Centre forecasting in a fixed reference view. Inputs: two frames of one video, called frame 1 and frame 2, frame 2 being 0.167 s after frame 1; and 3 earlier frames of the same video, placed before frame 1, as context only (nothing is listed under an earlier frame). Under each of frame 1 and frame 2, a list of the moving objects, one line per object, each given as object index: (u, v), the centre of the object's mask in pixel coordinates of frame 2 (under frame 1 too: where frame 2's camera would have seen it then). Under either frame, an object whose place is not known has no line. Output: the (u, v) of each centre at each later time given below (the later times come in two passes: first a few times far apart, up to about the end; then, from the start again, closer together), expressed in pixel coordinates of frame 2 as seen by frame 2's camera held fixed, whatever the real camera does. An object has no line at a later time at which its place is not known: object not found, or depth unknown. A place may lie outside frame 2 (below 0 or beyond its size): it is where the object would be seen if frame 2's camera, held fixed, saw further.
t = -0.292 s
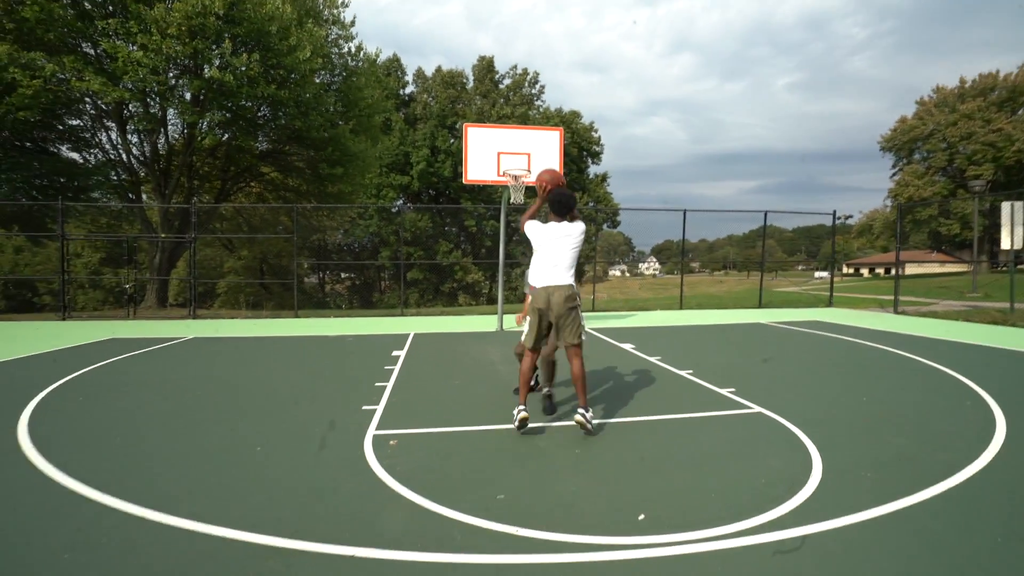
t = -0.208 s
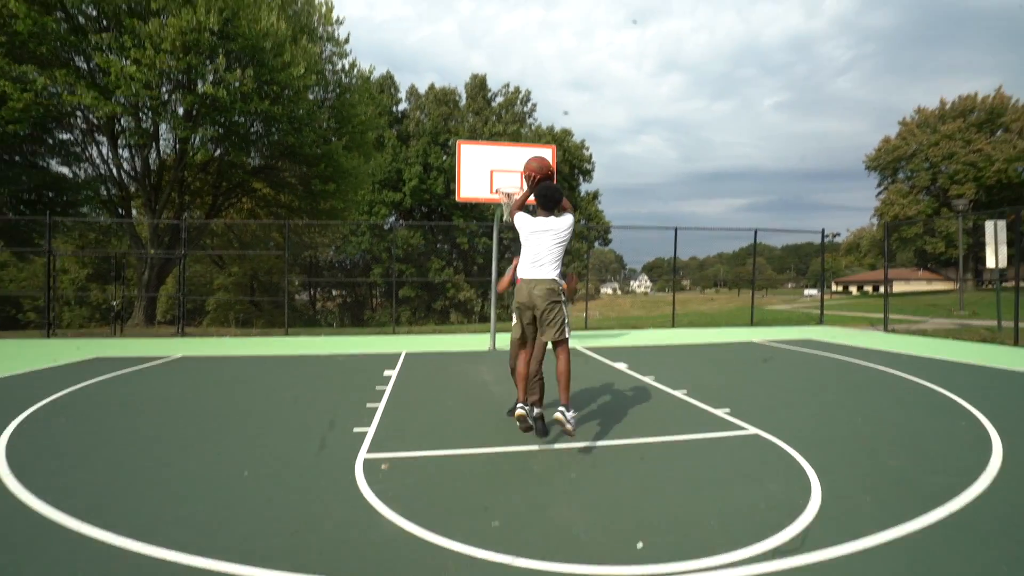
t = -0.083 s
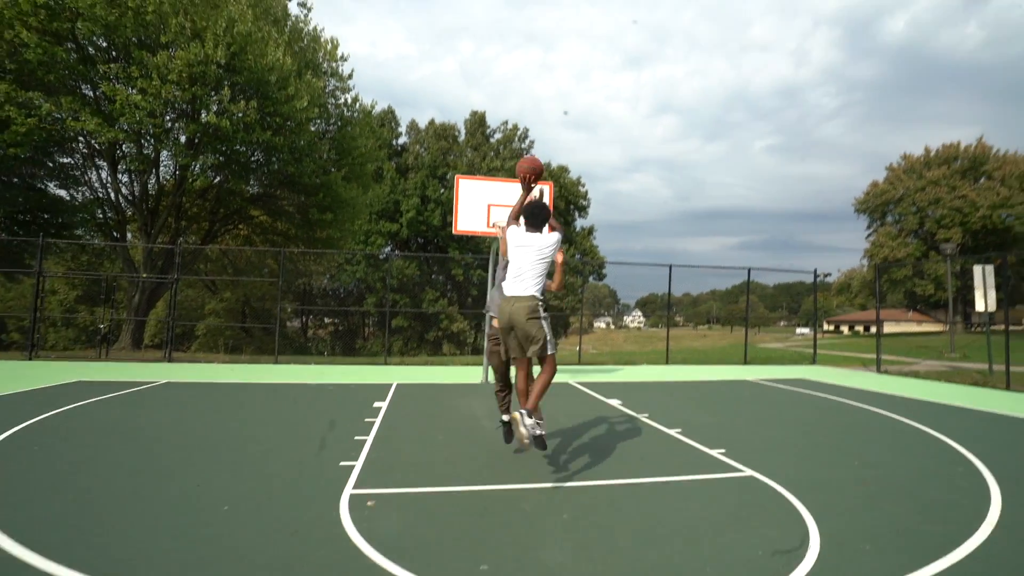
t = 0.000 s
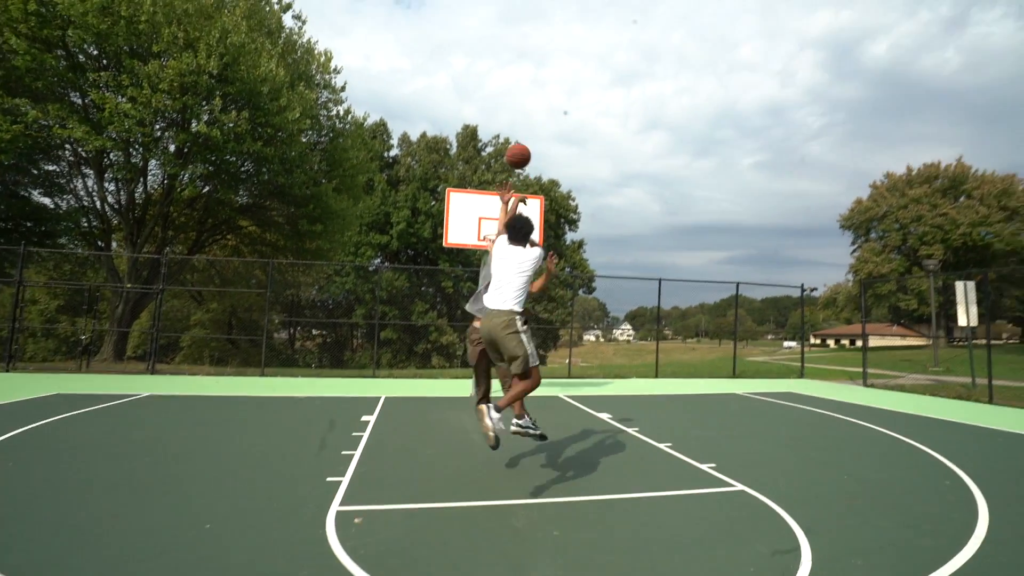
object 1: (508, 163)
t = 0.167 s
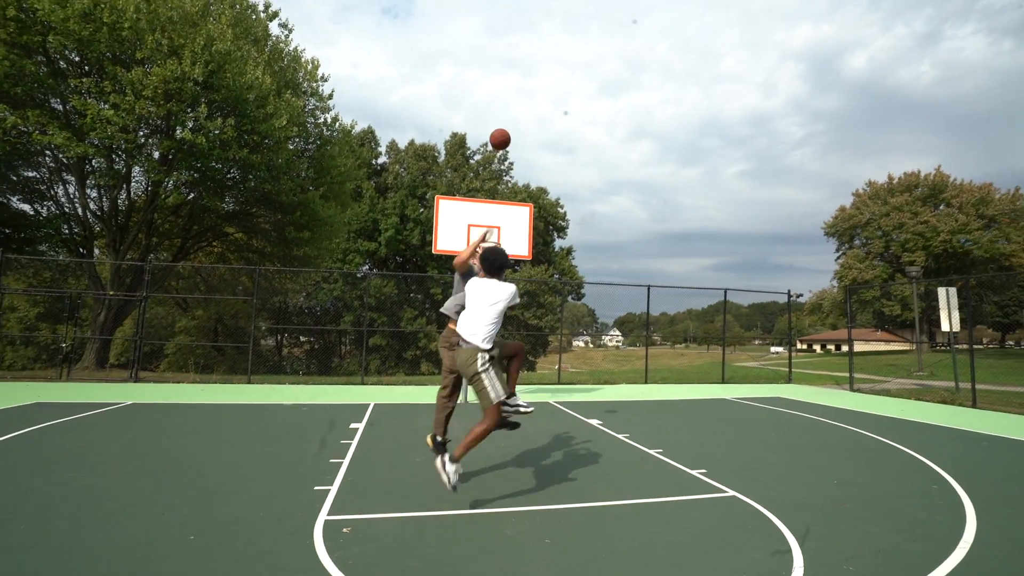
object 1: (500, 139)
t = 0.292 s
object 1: (495, 139)
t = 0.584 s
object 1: (484, 172)
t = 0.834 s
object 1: (474, 229)
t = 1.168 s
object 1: (457, 228)
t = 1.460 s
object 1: (435, 266)
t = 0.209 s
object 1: (498, 138)
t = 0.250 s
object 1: (497, 137)
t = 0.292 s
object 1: (495, 139)
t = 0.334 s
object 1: (493, 141)
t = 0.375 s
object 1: (491, 144)
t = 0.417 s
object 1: (490, 148)
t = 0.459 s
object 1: (488, 153)
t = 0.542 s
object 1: (485, 165)
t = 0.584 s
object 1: (484, 172)
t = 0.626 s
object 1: (482, 180)
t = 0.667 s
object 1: (481, 188)
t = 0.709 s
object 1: (479, 198)
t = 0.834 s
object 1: (474, 229)
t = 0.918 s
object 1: (469, 237)
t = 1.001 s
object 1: (466, 230)
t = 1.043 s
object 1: (464, 228)
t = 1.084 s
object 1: (461, 227)
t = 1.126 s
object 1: (459, 227)
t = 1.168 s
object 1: (457, 228)
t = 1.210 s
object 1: (454, 230)
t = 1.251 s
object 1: (451, 233)
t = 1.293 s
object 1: (448, 238)
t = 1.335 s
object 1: (446, 243)
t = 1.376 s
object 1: (443, 249)
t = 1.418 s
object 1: (439, 257)
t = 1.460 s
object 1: (435, 266)
